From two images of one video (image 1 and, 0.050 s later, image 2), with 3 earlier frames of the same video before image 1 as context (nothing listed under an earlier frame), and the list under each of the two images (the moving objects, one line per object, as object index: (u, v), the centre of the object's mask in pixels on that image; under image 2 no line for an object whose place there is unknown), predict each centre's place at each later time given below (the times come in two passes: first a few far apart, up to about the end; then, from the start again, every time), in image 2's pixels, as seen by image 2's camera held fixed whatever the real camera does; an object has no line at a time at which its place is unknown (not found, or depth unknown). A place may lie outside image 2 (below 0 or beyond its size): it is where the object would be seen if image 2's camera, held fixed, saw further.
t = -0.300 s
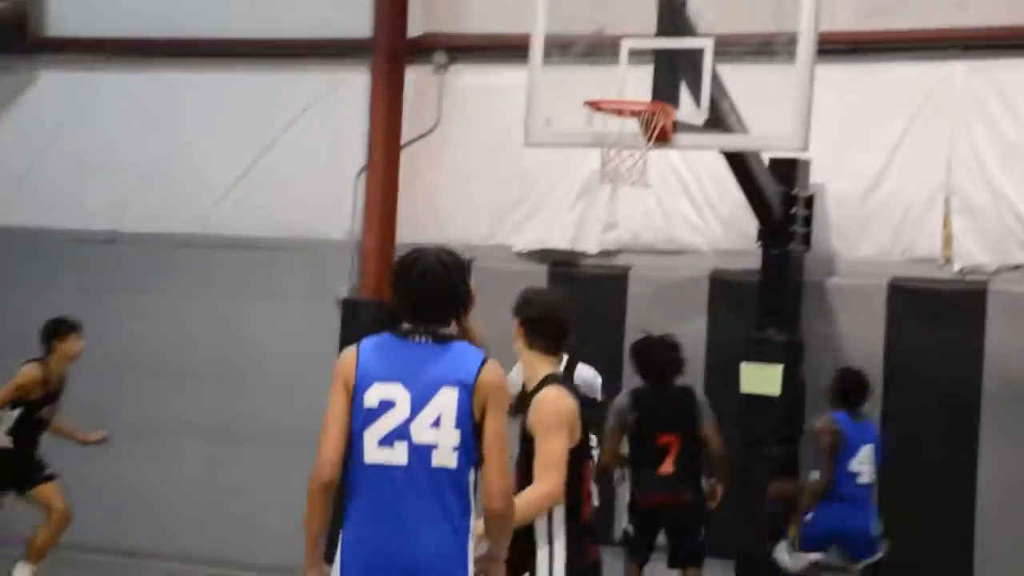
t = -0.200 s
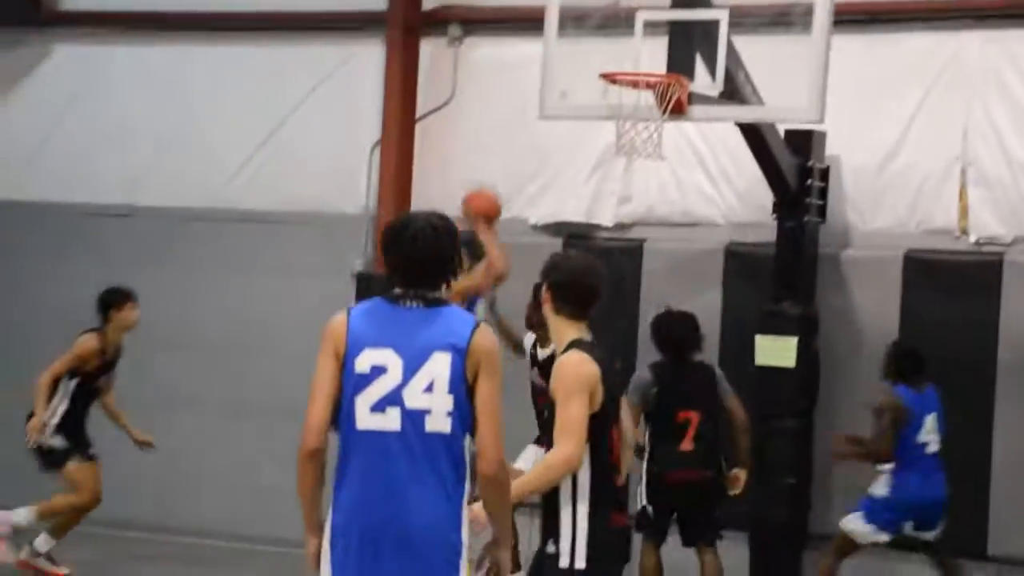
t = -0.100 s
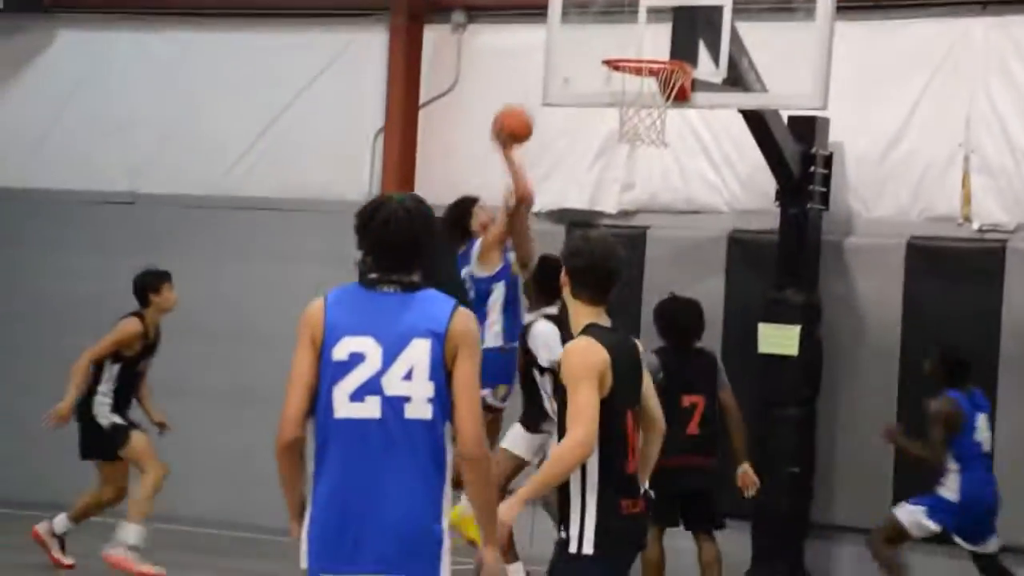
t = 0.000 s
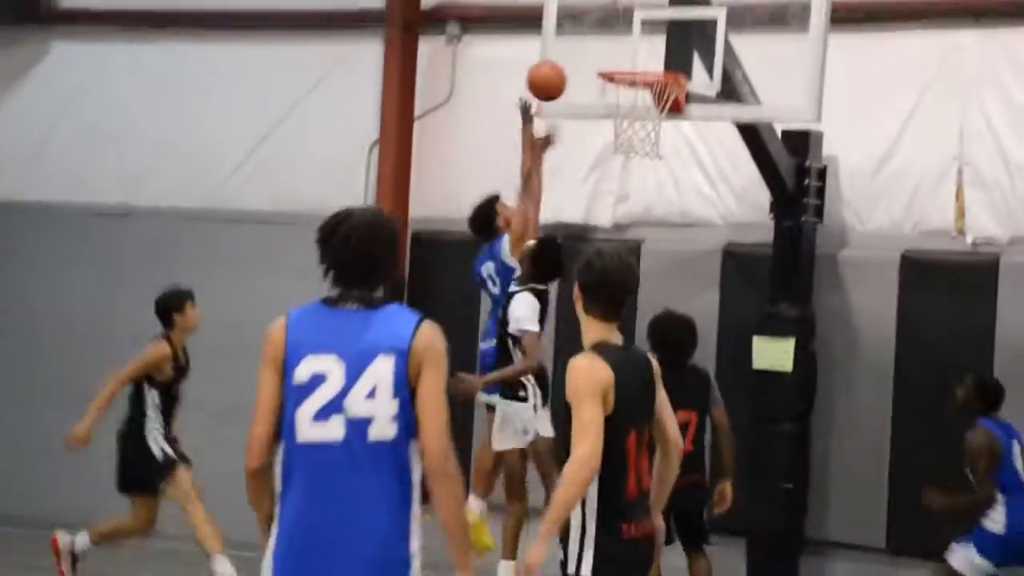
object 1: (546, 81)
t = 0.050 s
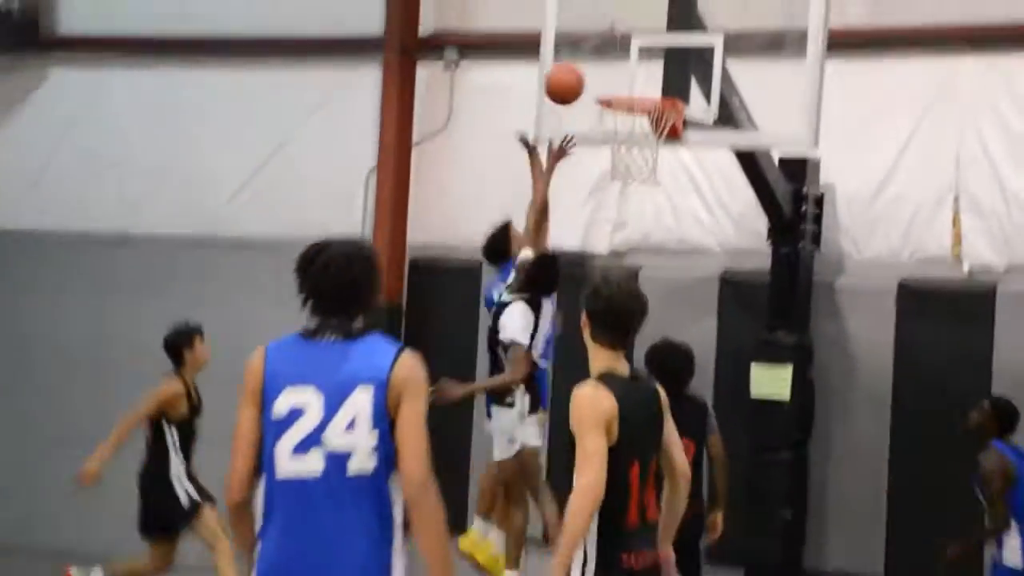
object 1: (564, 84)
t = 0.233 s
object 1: (612, 44)
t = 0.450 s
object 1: (622, 81)
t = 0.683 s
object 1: (647, 178)
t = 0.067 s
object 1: (570, 77)
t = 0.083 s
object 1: (577, 71)
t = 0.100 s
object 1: (584, 65)
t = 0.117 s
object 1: (590, 60)
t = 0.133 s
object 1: (596, 55)
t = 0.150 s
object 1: (603, 52)
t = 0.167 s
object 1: (609, 48)
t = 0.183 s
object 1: (610, 46)
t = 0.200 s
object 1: (611, 45)
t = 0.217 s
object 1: (611, 45)
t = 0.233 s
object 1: (612, 44)
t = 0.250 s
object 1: (613, 44)
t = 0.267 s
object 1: (614, 45)
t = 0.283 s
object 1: (614, 45)
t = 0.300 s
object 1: (616, 46)
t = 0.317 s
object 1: (616, 47)
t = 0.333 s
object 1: (617, 51)
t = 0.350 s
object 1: (617, 53)
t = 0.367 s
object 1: (618, 55)
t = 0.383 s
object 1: (619, 58)
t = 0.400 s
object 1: (618, 62)
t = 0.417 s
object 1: (621, 72)
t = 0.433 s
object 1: (622, 77)
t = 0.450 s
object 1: (622, 81)
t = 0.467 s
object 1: (623, 85)
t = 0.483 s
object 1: (623, 97)
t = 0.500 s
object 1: (626, 103)
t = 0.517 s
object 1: (627, 110)
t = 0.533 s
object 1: (628, 118)
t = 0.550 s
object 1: (633, 122)
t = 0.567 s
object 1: (634, 127)
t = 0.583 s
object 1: (636, 135)
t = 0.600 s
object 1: (639, 144)
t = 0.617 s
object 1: (641, 153)
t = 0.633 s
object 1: (643, 160)
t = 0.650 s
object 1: (645, 167)
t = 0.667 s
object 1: (645, 172)
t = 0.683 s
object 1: (647, 178)
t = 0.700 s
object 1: (647, 185)
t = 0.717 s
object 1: (648, 191)
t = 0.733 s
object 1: (649, 199)
